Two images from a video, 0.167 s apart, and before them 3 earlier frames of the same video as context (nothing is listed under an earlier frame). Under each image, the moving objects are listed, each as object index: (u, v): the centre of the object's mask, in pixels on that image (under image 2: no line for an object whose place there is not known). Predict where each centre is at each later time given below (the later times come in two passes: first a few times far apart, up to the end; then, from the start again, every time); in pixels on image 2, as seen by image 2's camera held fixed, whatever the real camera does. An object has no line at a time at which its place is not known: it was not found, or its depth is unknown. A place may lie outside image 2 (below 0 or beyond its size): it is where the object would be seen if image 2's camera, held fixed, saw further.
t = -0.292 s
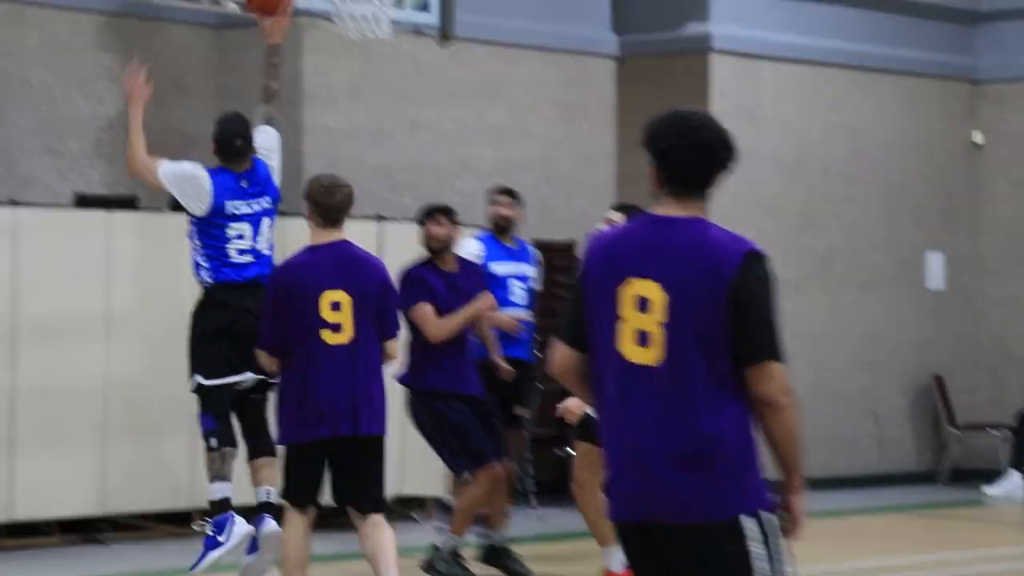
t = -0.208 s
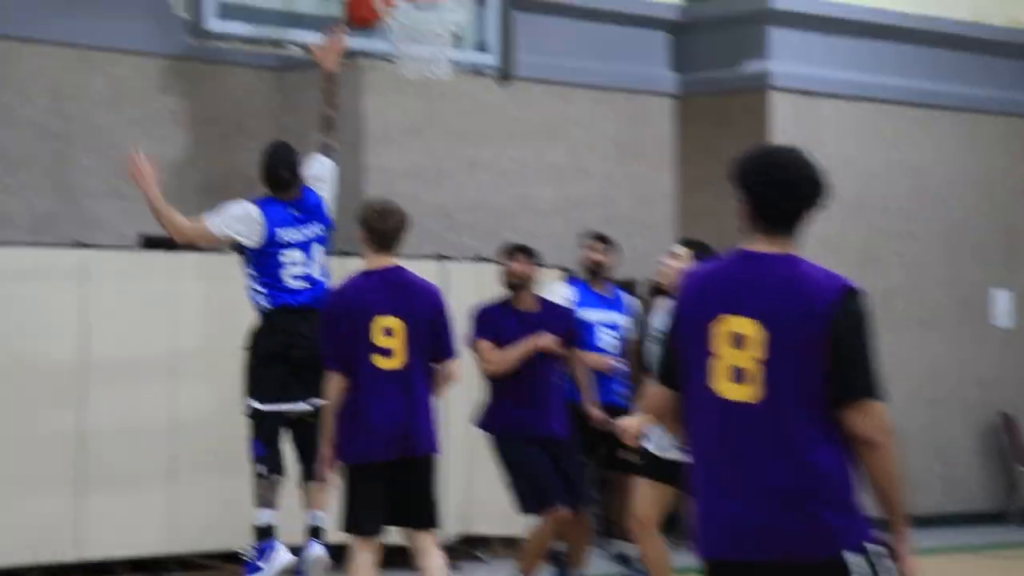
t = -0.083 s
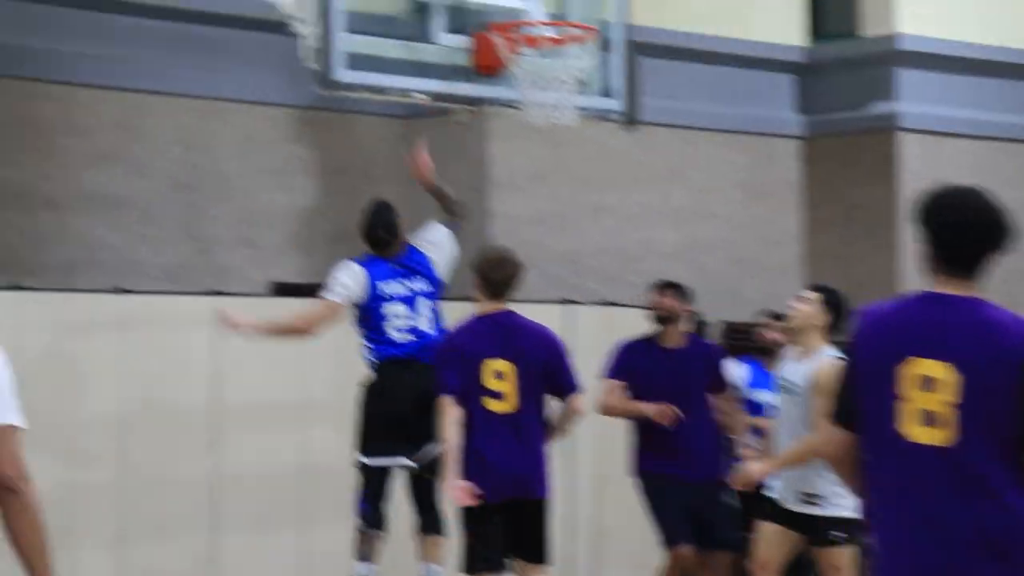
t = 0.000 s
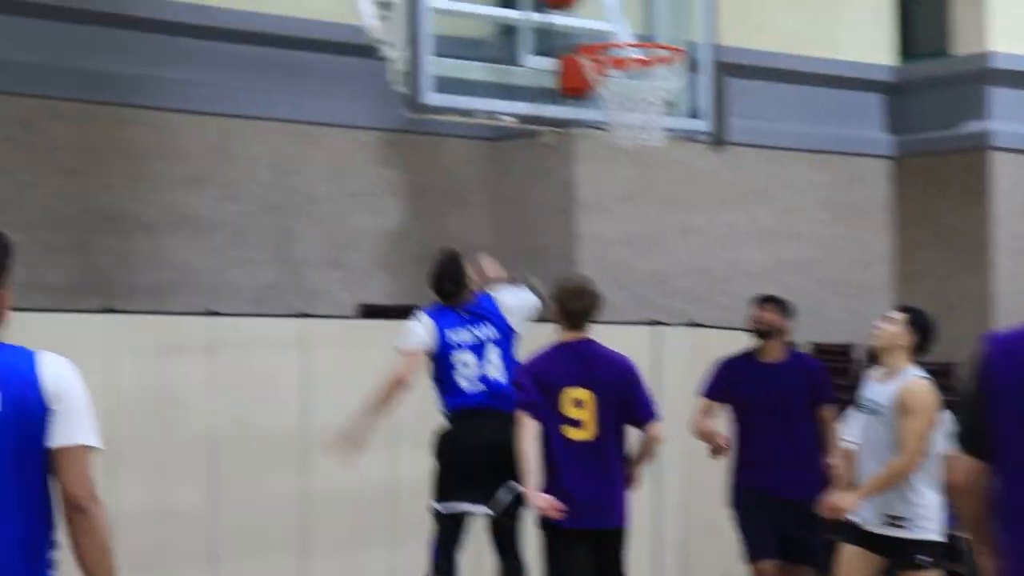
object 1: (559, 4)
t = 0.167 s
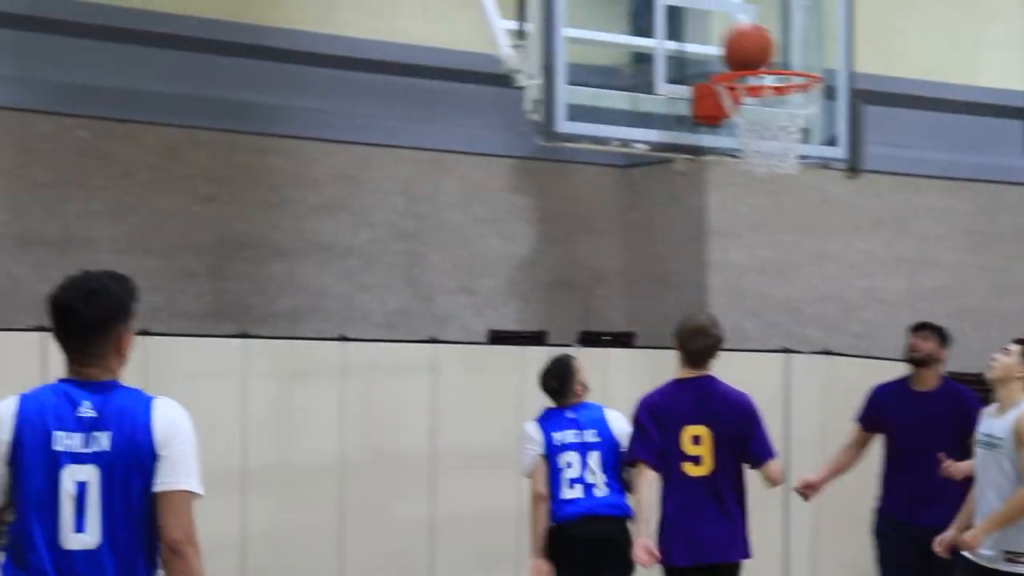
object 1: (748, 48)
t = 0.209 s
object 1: (761, 61)
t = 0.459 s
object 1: (794, 141)
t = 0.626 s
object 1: (781, 186)
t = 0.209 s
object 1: (761, 61)
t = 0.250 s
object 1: (771, 77)
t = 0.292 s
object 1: (778, 91)
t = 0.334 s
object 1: (788, 109)
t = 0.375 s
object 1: (795, 126)
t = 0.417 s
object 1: (796, 135)
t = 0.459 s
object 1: (794, 141)
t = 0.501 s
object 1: (792, 149)
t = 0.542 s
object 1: (788, 156)
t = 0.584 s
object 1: (785, 170)
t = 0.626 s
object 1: (781, 186)
